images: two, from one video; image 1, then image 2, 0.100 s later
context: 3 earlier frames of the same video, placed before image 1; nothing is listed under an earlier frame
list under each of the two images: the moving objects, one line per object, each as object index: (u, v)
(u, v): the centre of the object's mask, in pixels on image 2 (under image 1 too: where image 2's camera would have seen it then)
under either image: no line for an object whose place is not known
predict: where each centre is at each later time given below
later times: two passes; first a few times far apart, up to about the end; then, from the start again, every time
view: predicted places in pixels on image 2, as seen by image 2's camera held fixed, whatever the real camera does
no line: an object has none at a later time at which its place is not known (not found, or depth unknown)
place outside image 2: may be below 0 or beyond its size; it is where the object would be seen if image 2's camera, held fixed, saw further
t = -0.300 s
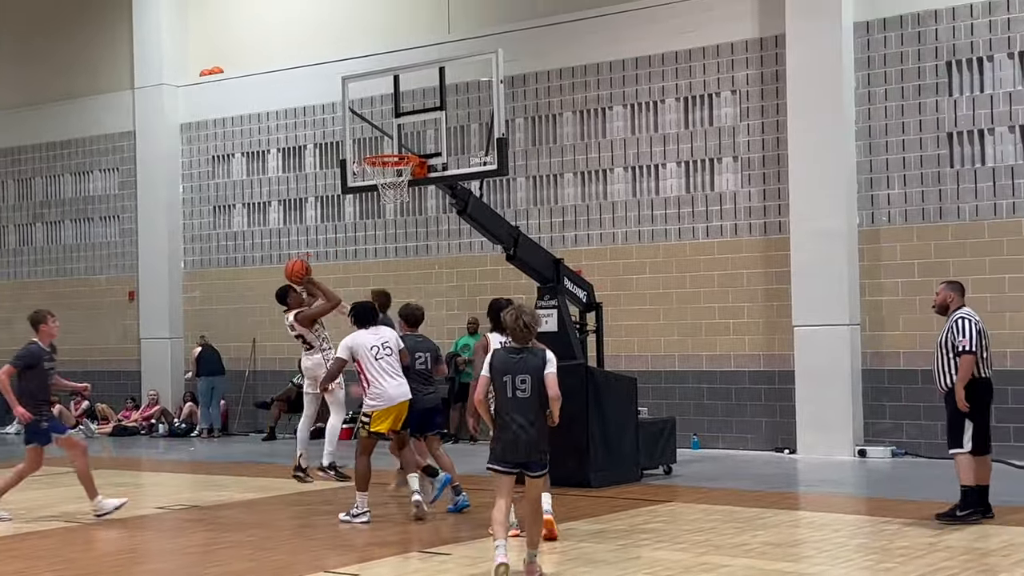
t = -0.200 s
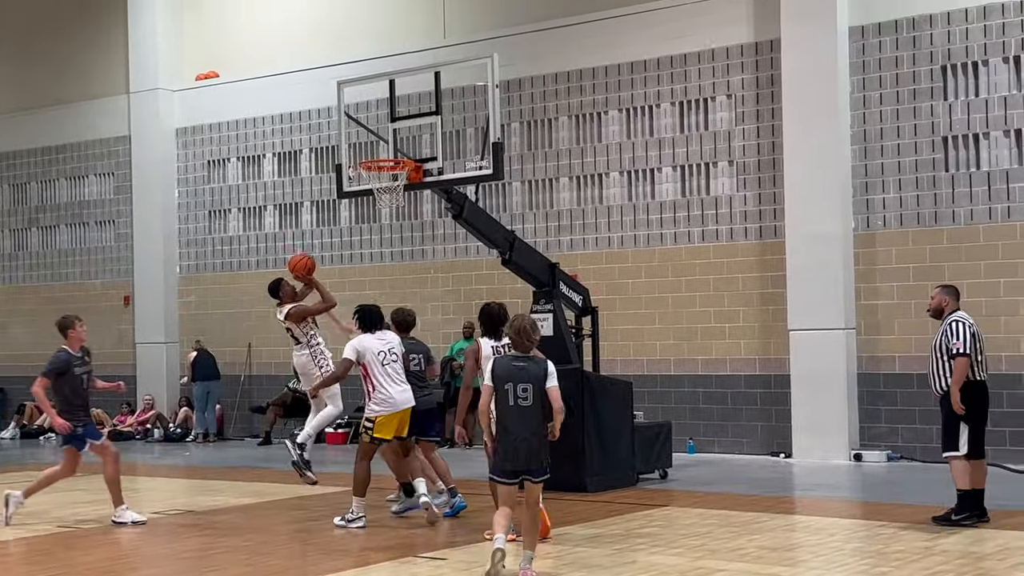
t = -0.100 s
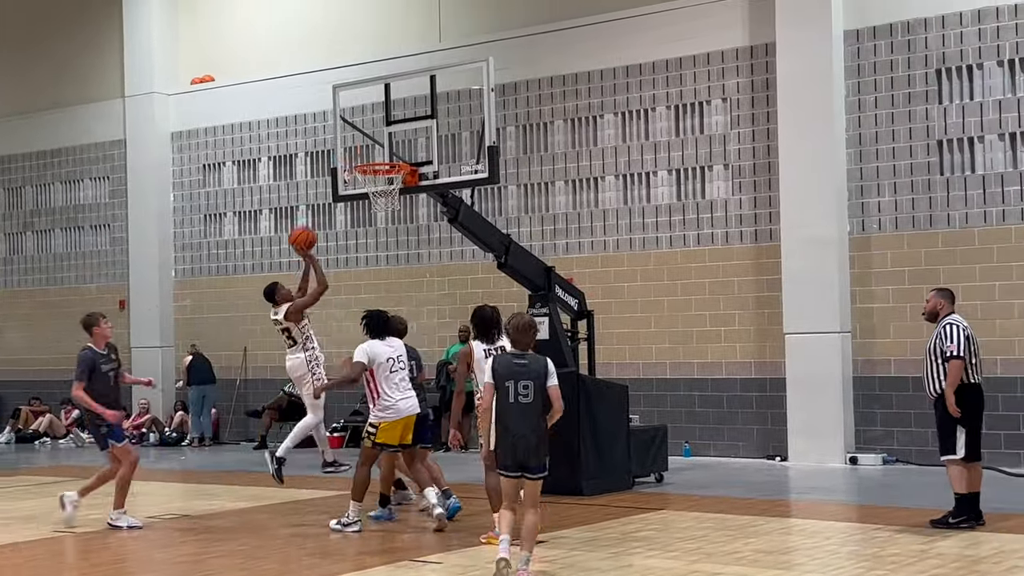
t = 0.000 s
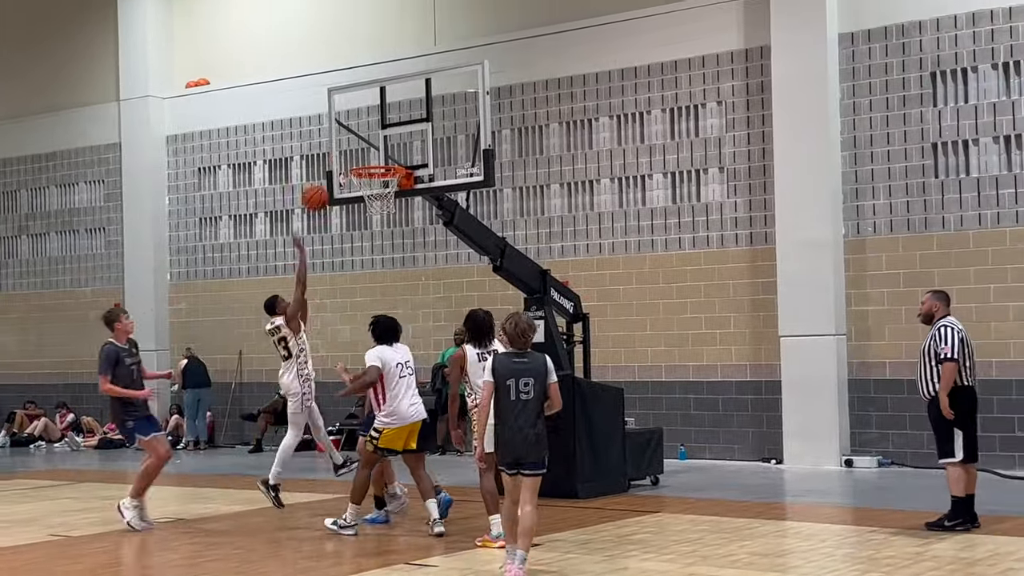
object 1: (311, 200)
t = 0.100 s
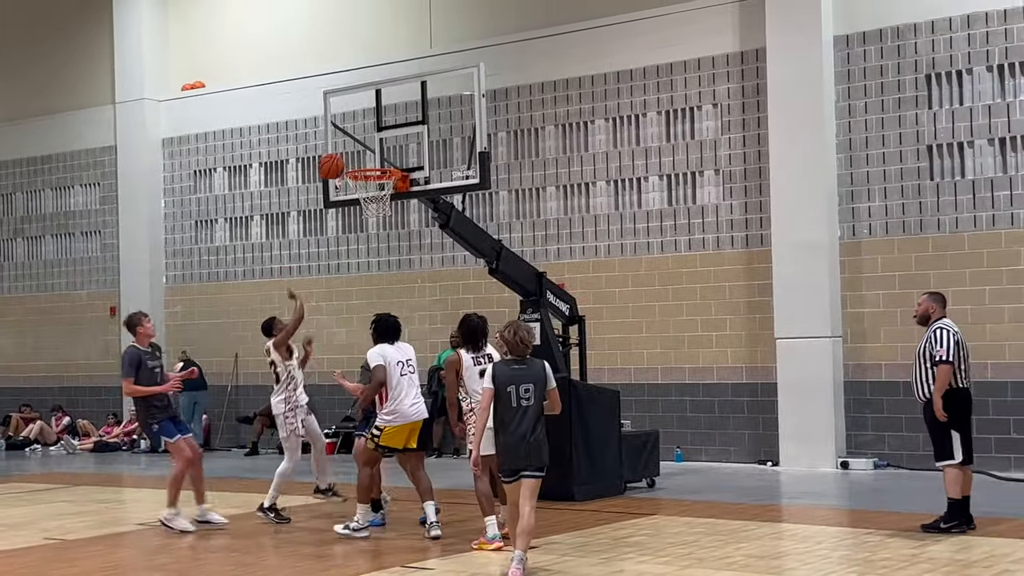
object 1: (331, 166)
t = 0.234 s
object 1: (359, 138)
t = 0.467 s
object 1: (374, 139)
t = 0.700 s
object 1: (376, 196)
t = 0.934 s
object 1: (366, 232)
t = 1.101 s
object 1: (360, 293)
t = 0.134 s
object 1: (338, 157)
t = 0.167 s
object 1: (344, 150)
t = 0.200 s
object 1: (351, 143)
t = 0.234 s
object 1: (359, 138)
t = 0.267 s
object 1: (365, 134)
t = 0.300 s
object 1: (372, 132)
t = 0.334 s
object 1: (373, 131)
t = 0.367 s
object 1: (373, 131)
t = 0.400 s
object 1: (374, 132)
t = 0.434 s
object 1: (374, 135)
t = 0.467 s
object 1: (374, 139)
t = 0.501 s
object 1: (374, 144)
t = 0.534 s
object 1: (375, 150)
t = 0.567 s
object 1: (375, 157)
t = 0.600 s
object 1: (375, 162)
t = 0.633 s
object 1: (375, 178)
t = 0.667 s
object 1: (377, 188)
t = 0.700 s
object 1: (376, 196)
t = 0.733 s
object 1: (374, 200)
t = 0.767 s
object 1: (373, 202)
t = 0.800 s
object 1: (371, 210)
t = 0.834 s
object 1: (370, 213)
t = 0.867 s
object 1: (369, 219)
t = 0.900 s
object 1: (368, 224)
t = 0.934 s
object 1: (366, 232)
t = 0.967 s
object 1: (365, 242)
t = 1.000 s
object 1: (363, 252)
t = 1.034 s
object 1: (362, 264)
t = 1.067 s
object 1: (361, 278)
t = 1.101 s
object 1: (360, 293)
